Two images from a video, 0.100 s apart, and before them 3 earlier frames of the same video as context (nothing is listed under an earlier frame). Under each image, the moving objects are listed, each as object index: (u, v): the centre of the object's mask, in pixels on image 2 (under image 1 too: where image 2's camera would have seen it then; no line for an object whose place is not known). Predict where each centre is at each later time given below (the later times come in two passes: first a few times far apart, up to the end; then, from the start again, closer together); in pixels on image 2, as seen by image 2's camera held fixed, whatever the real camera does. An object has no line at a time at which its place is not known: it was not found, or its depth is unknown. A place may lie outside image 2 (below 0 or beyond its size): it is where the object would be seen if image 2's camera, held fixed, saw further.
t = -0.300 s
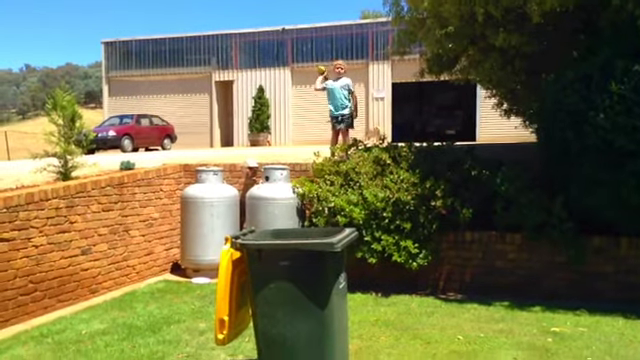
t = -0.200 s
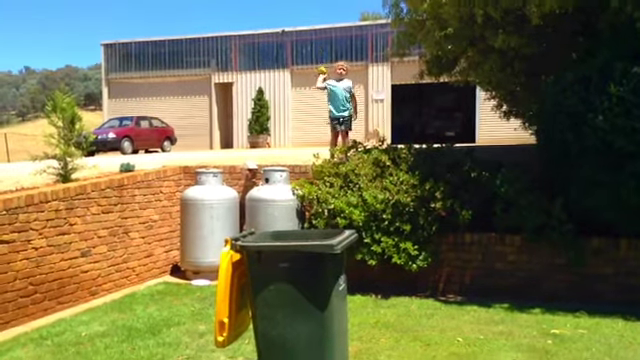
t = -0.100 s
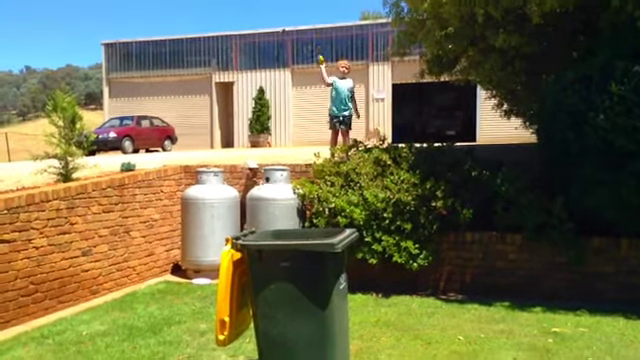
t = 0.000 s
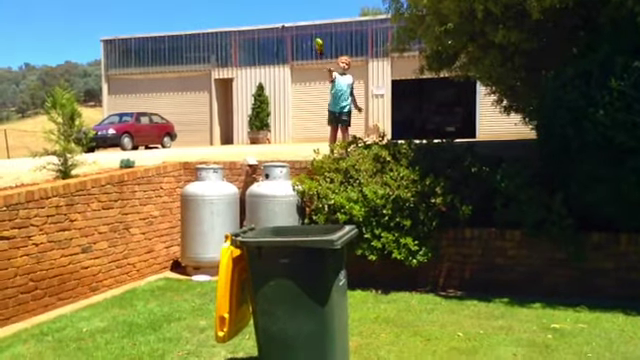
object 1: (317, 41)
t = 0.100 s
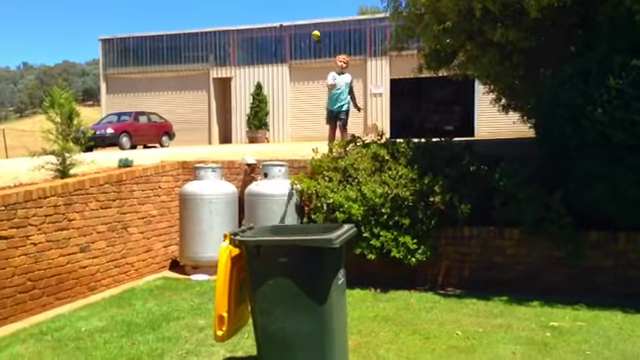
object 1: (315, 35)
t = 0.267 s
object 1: (314, 42)
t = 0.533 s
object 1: (316, 141)
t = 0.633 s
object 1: (320, 227)
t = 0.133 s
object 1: (315, 35)
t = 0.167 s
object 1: (316, 35)
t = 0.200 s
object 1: (315, 35)
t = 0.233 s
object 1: (315, 38)
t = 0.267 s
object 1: (314, 42)
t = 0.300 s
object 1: (315, 48)
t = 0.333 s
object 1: (315, 54)
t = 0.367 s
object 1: (315, 63)
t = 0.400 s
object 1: (315, 74)
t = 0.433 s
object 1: (315, 87)
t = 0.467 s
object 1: (315, 103)
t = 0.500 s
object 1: (315, 121)
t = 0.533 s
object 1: (316, 141)
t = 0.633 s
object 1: (320, 227)
